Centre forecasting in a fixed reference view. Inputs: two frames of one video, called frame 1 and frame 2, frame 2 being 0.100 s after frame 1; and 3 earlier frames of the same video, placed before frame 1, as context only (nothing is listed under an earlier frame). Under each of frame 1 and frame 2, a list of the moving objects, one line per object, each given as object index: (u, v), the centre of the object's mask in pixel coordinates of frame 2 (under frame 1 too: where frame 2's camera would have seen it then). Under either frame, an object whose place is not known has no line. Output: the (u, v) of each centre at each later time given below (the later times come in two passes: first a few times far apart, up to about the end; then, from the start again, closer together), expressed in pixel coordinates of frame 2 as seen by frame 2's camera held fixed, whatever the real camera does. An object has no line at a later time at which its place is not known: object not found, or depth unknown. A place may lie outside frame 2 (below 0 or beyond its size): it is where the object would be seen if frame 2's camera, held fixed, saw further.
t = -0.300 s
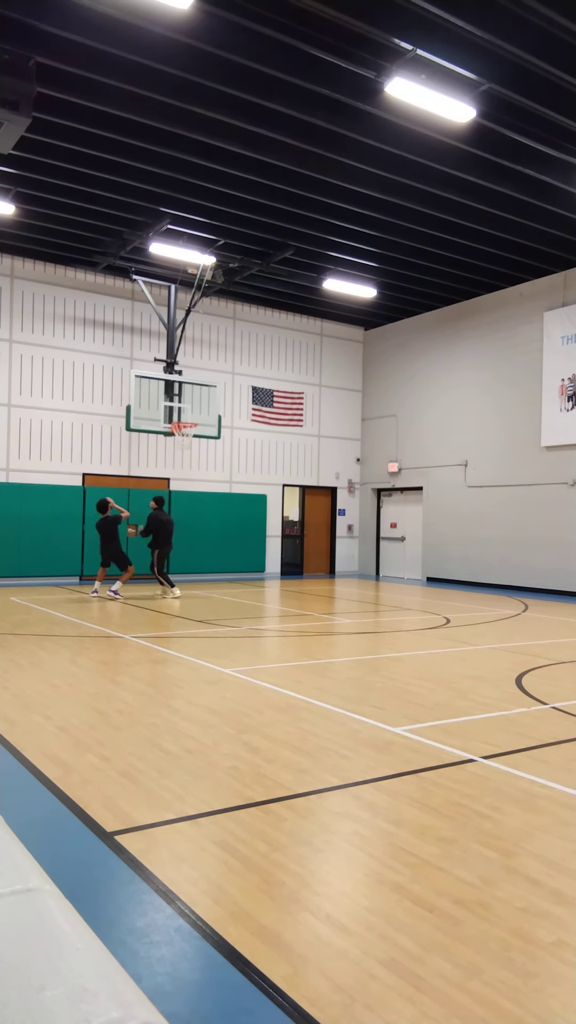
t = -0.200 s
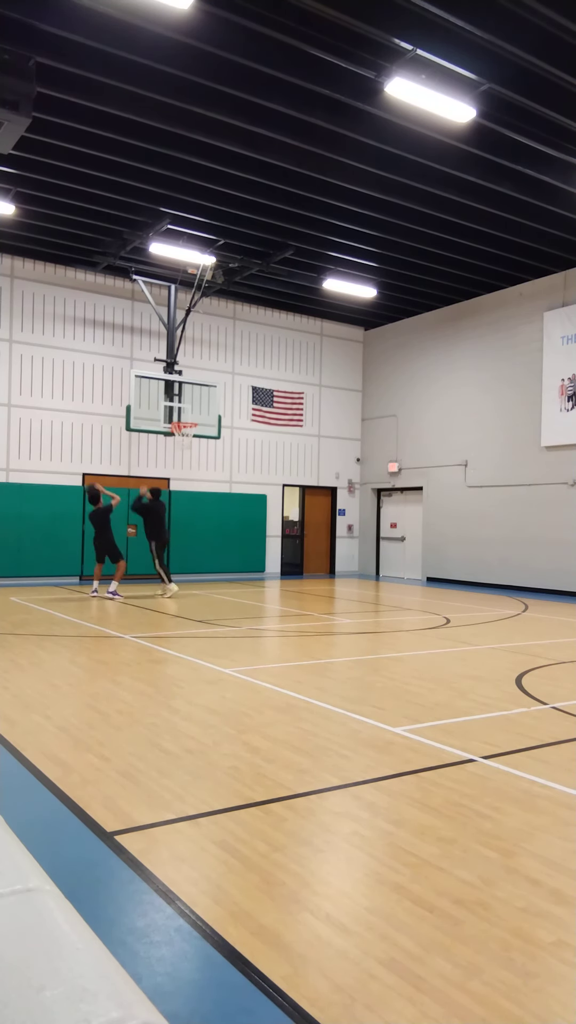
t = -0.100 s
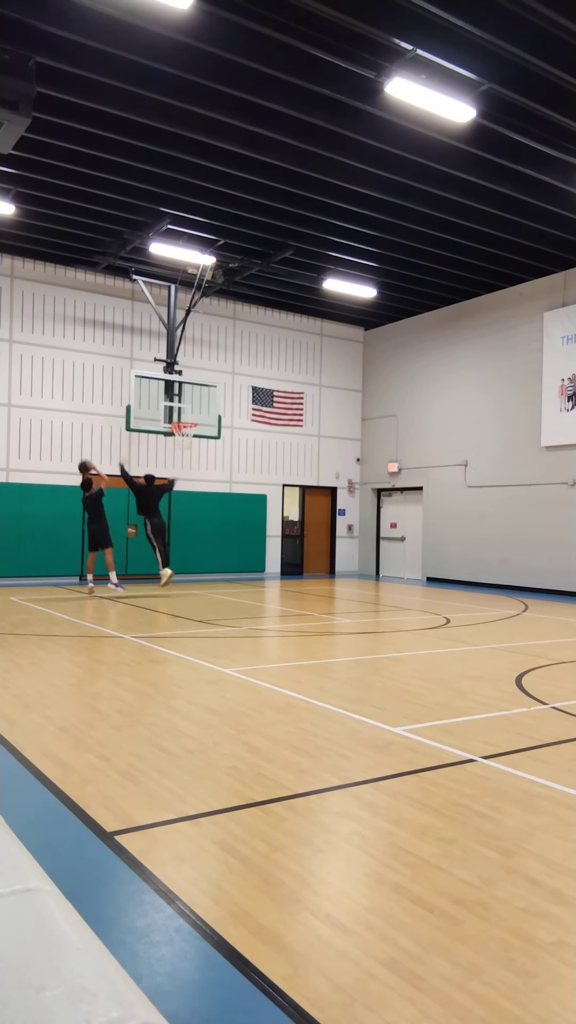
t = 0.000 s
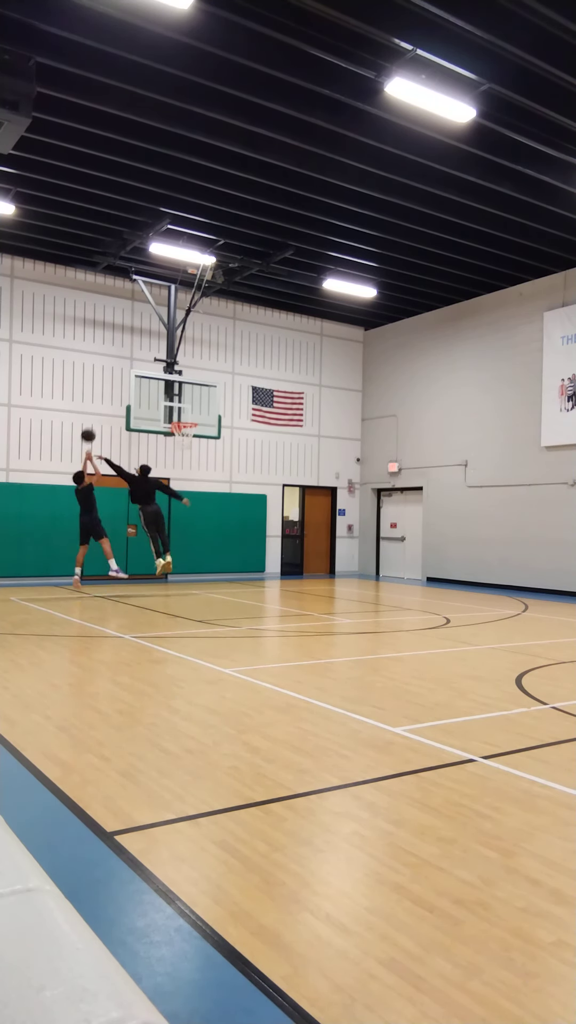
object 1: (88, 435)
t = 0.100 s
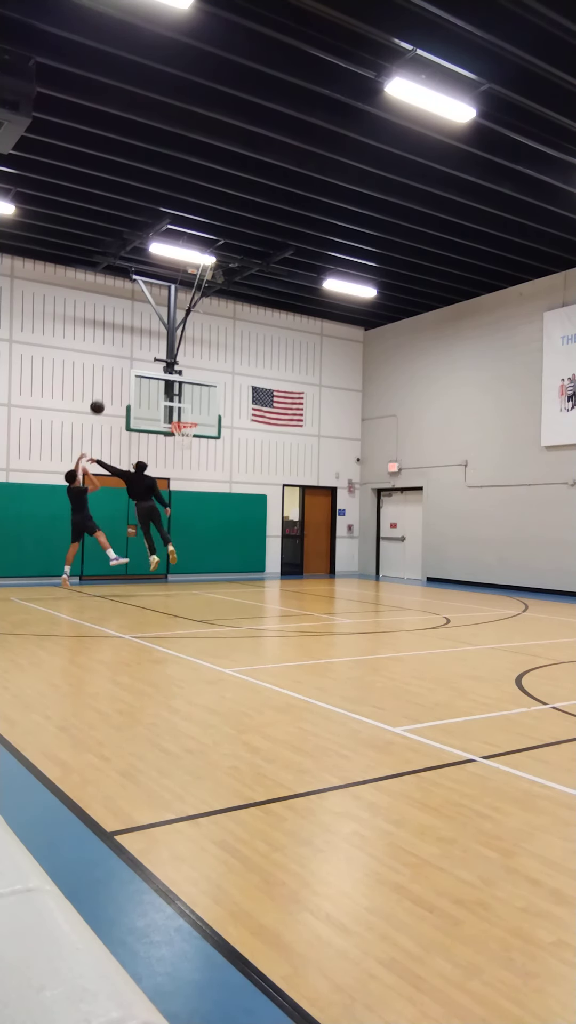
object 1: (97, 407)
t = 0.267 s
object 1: (111, 374)
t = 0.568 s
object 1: (135, 359)
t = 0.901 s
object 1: (157, 399)
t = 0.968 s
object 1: (161, 413)
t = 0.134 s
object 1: (100, 399)
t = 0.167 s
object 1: (103, 392)
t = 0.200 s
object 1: (106, 385)
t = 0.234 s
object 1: (109, 380)
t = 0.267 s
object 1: (111, 374)
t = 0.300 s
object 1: (114, 370)
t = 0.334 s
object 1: (117, 367)
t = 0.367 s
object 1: (119, 363)
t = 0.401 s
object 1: (122, 361)
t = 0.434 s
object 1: (125, 359)
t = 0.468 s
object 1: (127, 358)
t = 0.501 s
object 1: (130, 358)
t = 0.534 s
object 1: (132, 358)
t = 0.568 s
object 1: (135, 359)
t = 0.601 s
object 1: (137, 360)
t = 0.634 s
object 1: (139, 362)
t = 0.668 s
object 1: (142, 364)
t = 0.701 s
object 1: (144, 368)
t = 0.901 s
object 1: (157, 399)
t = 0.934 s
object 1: (159, 406)
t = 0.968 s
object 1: (161, 413)
